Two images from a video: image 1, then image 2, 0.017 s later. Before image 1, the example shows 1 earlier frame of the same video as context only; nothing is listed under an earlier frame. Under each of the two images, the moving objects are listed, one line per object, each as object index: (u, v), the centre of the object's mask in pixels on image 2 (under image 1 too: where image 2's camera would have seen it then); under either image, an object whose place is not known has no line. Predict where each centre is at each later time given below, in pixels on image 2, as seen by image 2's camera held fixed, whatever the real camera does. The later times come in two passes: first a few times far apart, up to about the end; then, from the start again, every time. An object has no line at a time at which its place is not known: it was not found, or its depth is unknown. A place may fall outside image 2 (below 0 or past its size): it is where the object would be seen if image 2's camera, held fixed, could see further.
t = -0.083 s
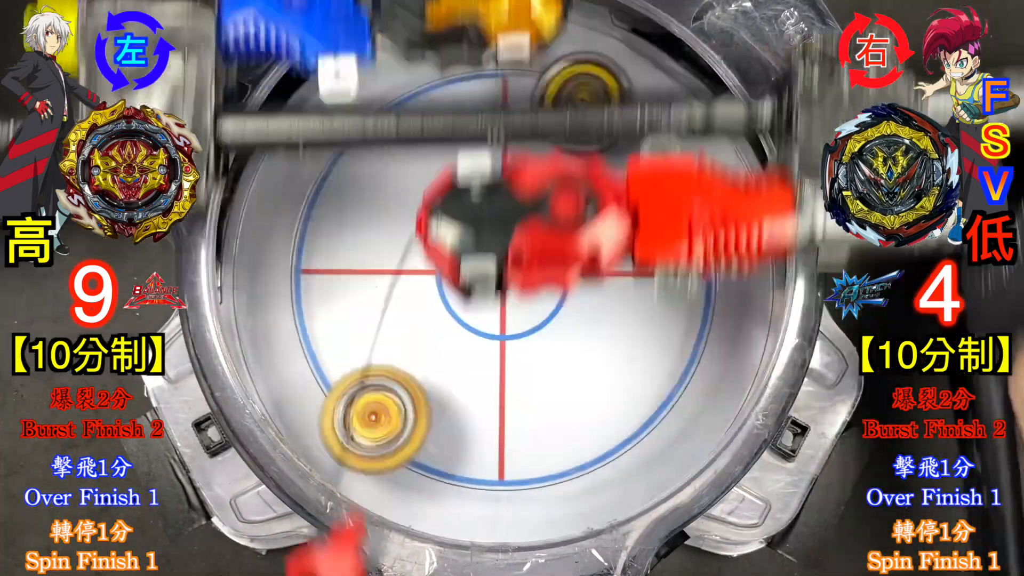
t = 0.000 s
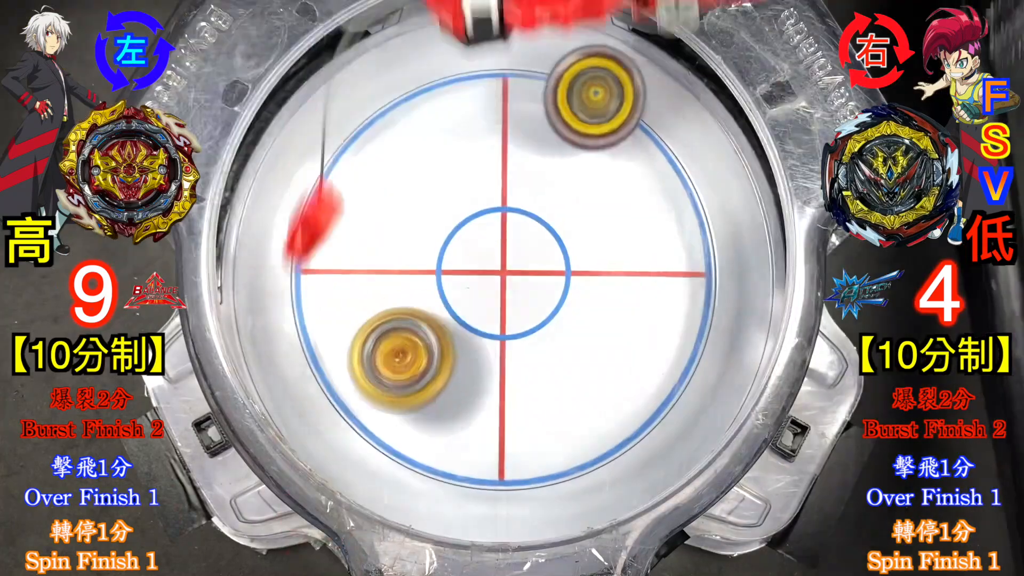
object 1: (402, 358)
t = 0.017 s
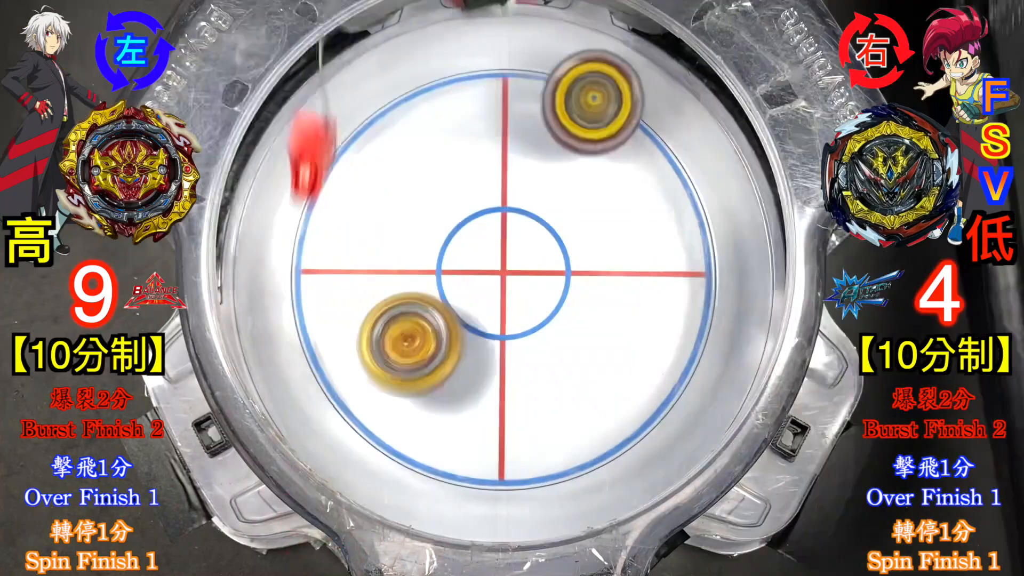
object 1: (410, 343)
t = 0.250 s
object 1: (472, 248)
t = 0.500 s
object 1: (474, 325)
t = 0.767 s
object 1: (458, 362)
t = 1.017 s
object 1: (485, 235)
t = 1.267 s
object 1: (483, 140)
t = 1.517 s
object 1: (553, 148)
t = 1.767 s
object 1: (611, 316)
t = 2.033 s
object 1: (583, 312)
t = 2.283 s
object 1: (666, 75)
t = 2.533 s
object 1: (734, 288)
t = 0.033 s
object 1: (419, 328)
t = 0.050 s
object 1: (428, 312)
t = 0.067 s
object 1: (438, 296)
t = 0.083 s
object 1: (449, 279)
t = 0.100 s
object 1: (460, 263)
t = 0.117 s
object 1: (471, 247)
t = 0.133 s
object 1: (482, 234)
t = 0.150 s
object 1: (480, 235)
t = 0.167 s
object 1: (478, 236)
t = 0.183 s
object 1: (476, 238)
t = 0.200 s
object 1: (474, 240)
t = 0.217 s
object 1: (473, 243)
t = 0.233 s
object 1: (472, 245)
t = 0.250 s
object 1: (472, 248)
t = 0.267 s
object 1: (472, 251)
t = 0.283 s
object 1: (472, 254)
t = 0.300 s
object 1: (473, 257)
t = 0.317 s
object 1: (473, 260)
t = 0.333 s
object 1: (475, 262)
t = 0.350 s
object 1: (475, 267)
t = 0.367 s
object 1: (474, 275)
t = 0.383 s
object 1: (473, 281)
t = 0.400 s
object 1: (473, 288)
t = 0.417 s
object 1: (473, 296)
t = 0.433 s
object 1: (472, 303)
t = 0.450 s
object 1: (471, 309)
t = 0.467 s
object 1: (472, 315)
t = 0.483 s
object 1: (473, 321)
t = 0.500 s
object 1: (474, 325)
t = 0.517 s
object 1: (476, 330)
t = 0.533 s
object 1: (474, 340)
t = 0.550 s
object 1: (472, 349)
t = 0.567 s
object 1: (470, 356)
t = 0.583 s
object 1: (468, 362)
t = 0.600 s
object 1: (467, 367)
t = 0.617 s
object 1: (466, 370)
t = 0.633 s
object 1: (465, 373)
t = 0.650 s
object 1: (465, 376)
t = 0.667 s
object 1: (463, 377)
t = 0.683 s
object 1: (461, 377)
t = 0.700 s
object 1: (460, 376)
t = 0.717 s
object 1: (460, 373)
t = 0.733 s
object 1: (460, 370)
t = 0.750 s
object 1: (460, 367)
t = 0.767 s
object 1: (458, 362)
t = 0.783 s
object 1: (457, 356)
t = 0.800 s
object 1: (458, 349)
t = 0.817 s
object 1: (459, 341)
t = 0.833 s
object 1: (460, 334)
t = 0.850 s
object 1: (459, 327)
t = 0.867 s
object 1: (459, 318)
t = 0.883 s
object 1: (461, 308)
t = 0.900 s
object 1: (463, 298)
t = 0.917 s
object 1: (467, 290)
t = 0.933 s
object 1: (468, 281)
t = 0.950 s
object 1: (470, 271)
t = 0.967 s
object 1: (474, 261)
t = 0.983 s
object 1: (478, 251)
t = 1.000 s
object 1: (482, 243)
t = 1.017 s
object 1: (485, 235)
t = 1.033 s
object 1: (490, 226)
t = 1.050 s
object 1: (494, 218)
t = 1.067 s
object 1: (498, 211)
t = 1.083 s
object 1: (492, 201)
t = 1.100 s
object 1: (487, 190)
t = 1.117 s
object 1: (482, 181)
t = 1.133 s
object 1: (479, 172)
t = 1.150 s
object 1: (476, 166)
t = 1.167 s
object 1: (472, 159)
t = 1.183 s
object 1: (471, 153)
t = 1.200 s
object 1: (471, 147)
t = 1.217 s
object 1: (473, 145)
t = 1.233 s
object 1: (474, 142)
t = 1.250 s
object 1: (477, 141)
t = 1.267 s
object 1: (483, 140)
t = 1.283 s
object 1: (488, 140)
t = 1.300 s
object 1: (484, 131)
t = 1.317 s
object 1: (484, 124)
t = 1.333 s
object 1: (485, 118)
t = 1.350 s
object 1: (487, 115)
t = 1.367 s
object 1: (490, 114)
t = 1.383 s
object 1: (495, 112)
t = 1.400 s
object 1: (502, 112)
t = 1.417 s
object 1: (509, 114)
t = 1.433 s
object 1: (516, 118)
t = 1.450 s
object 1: (523, 121)
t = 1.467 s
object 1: (531, 126)
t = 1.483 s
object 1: (540, 132)
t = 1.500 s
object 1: (546, 141)
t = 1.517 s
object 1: (553, 148)
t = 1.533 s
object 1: (560, 158)
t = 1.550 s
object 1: (568, 169)
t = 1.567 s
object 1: (572, 181)
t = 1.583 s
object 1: (577, 193)
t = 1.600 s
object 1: (581, 205)
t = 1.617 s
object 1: (586, 219)
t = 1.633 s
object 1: (587, 233)
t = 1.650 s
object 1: (589, 246)
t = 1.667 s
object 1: (591, 259)
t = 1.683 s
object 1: (592, 275)
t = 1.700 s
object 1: (590, 289)
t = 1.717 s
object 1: (589, 303)
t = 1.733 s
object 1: (592, 312)
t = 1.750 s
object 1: (601, 314)
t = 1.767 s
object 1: (611, 316)
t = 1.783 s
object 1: (619, 319)
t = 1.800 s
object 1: (625, 321)
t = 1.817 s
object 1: (629, 320)
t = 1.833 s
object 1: (635, 323)
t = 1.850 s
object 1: (637, 324)
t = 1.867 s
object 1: (637, 322)
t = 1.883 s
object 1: (638, 322)
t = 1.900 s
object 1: (637, 324)
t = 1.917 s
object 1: (633, 323)
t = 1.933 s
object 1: (630, 320)
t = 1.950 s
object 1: (625, 320)
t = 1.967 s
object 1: (619, 320)
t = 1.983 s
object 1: (611, 316)
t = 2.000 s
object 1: (604, 315)
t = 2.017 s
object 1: (593, 315)
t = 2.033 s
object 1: (583, 312)
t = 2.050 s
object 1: (575, 309)
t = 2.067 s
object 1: (562, 309)
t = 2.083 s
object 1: (550, 305)
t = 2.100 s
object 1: (555, 289)
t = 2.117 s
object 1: (567, 265)
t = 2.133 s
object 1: (581, 239)
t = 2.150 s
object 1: (597, 214)
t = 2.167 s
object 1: (607, 191)
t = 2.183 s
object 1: (619, 165)
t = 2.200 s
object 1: (631, 144)
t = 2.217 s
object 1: (640, 122)
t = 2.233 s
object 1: (651, 101)
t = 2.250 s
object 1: (656, 85)
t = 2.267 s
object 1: (657, 72)
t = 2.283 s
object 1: (666, 75)
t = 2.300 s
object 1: (673, 84)
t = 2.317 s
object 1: (691, 87)
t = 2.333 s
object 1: (699, 100)
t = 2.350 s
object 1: (701, 116)
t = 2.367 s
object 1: (711, 129)
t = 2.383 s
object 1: (717, 141)
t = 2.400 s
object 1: (724, 155)
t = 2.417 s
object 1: (729, 170)
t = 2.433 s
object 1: (733, 185)
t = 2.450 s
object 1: (738, 202)
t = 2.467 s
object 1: (739, 218)
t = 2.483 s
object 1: (741, 235)
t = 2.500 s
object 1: (741, 253)
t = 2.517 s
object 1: (739, 269)
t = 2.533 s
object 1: (734, 288)
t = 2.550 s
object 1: (730, 303)
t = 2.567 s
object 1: (724, 324)
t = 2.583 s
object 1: (716, 341)
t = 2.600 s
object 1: (710, 357)
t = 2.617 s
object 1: (697, 372)
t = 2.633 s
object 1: (687, 386)
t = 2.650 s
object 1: (674, 401)
